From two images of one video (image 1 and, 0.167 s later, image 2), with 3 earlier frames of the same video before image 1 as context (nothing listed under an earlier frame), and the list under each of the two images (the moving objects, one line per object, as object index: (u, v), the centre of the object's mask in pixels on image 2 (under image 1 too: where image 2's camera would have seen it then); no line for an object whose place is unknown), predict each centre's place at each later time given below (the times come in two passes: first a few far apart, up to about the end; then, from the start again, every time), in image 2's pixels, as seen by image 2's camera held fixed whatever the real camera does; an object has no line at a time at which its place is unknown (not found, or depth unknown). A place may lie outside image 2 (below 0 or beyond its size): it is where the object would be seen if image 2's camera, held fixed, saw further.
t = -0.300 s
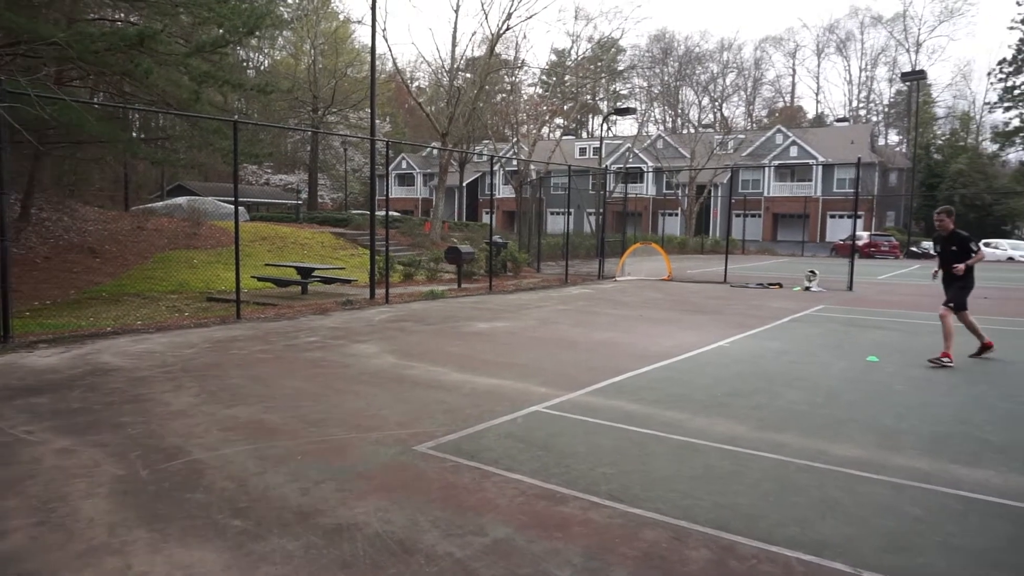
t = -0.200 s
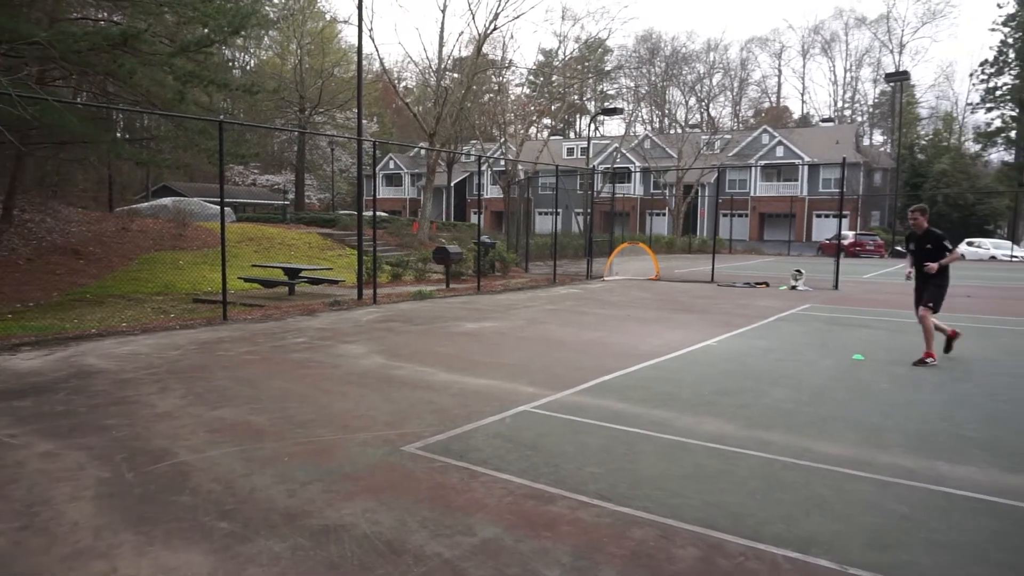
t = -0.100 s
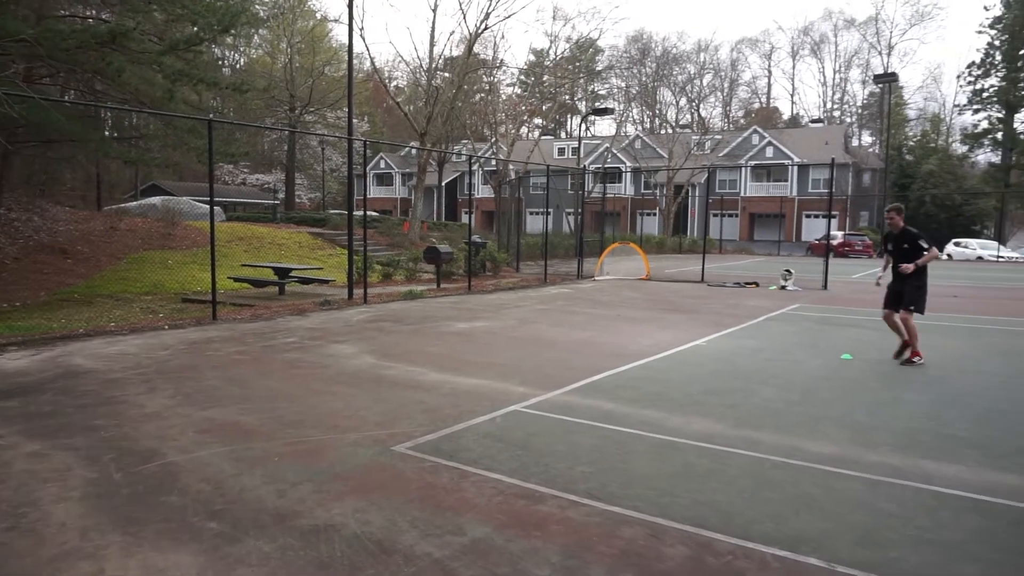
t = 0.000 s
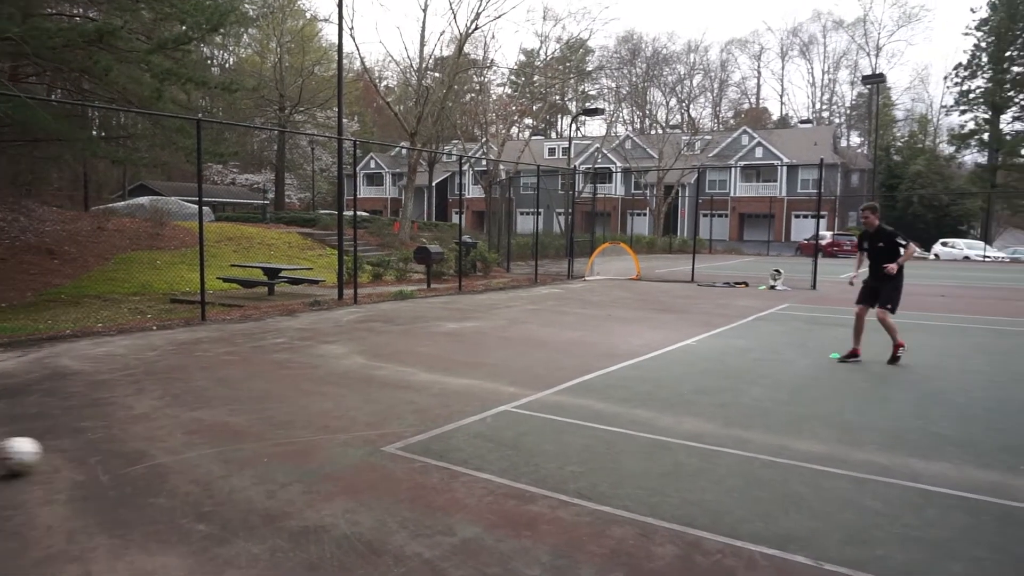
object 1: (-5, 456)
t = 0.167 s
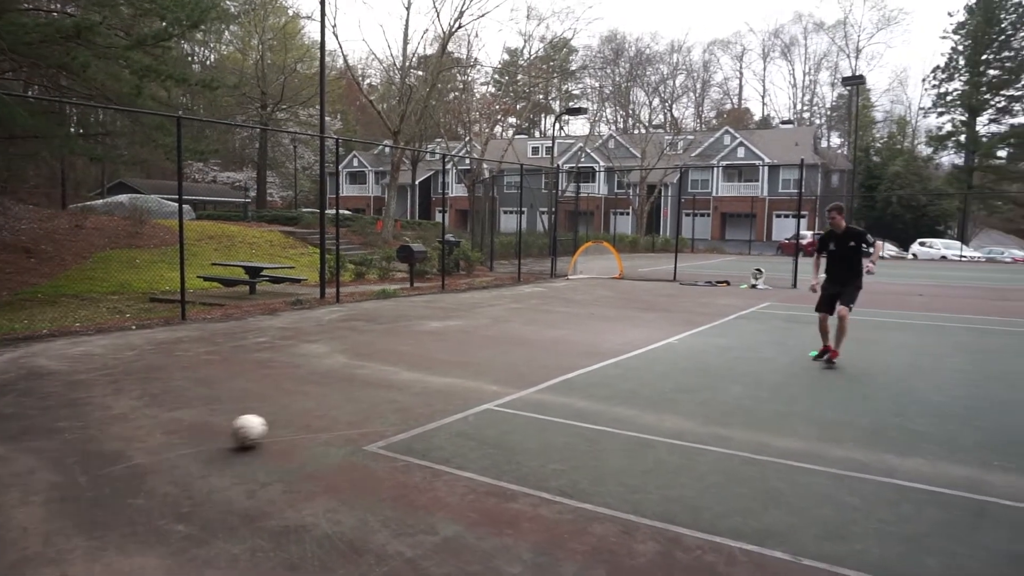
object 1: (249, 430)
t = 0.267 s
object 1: (363, 419)
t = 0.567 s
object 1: (595, 393)
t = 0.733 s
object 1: (687, 379)
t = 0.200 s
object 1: (290, 426)
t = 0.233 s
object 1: (329, 423)
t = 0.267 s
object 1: (363, 419)
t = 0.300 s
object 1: (396, 416)
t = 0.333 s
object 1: (427, 412)
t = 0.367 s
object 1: (456, 409)
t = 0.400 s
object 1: (483, 406)
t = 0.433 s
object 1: (508, 404)
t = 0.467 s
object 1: (530, 401)
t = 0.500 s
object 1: (553, 399)
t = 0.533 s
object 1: (575, 397)
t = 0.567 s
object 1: (595, 393)
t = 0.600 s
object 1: (614, 391)
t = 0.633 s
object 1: (633, 390)
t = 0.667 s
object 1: (652, 388)
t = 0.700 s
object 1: (669, 383)
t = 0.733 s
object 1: (687, 379)
